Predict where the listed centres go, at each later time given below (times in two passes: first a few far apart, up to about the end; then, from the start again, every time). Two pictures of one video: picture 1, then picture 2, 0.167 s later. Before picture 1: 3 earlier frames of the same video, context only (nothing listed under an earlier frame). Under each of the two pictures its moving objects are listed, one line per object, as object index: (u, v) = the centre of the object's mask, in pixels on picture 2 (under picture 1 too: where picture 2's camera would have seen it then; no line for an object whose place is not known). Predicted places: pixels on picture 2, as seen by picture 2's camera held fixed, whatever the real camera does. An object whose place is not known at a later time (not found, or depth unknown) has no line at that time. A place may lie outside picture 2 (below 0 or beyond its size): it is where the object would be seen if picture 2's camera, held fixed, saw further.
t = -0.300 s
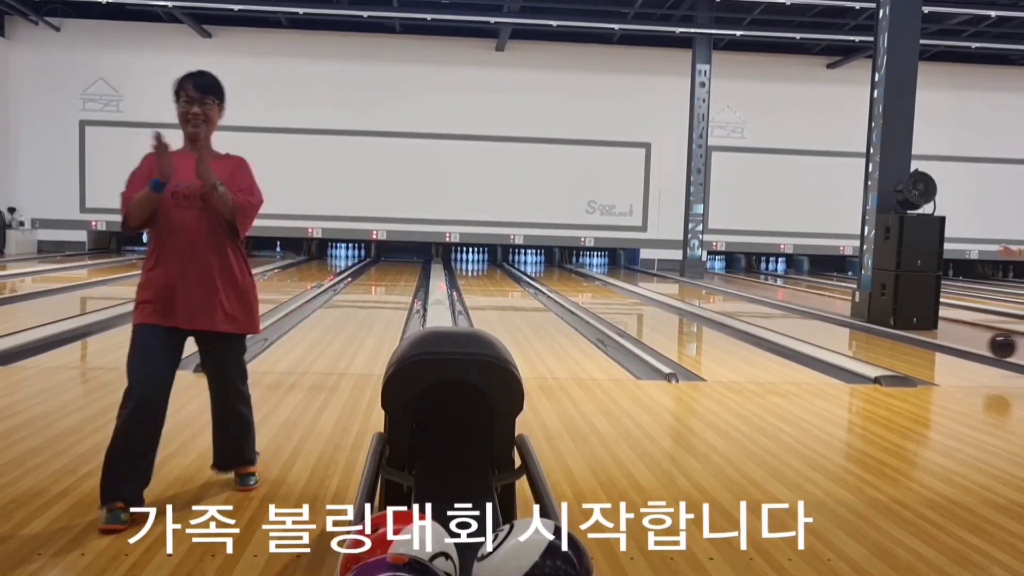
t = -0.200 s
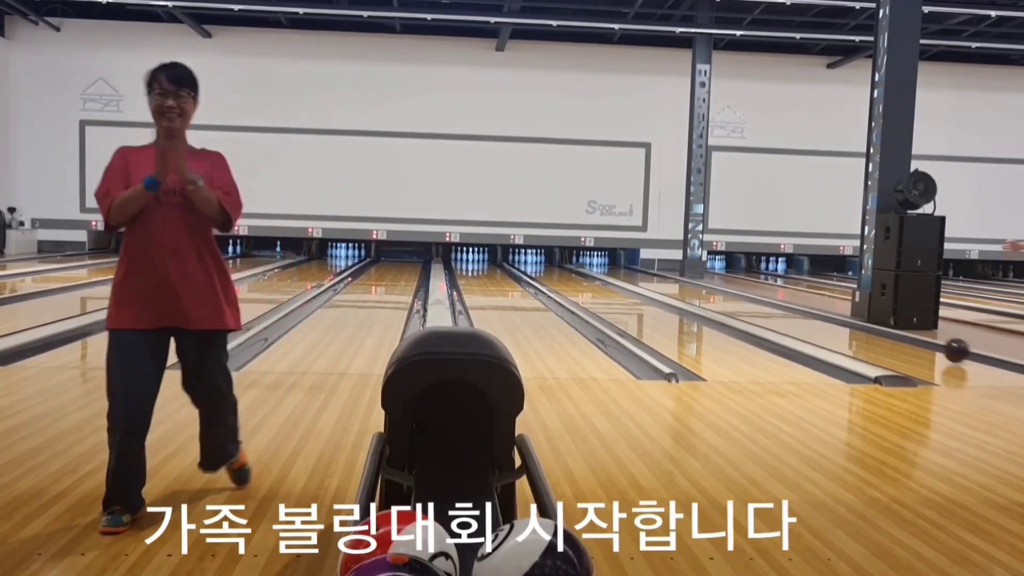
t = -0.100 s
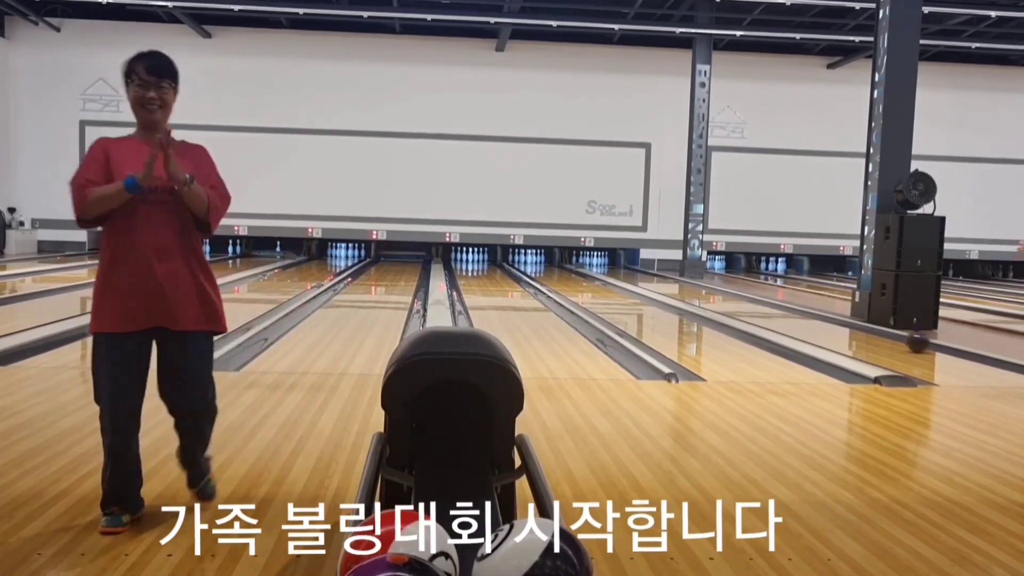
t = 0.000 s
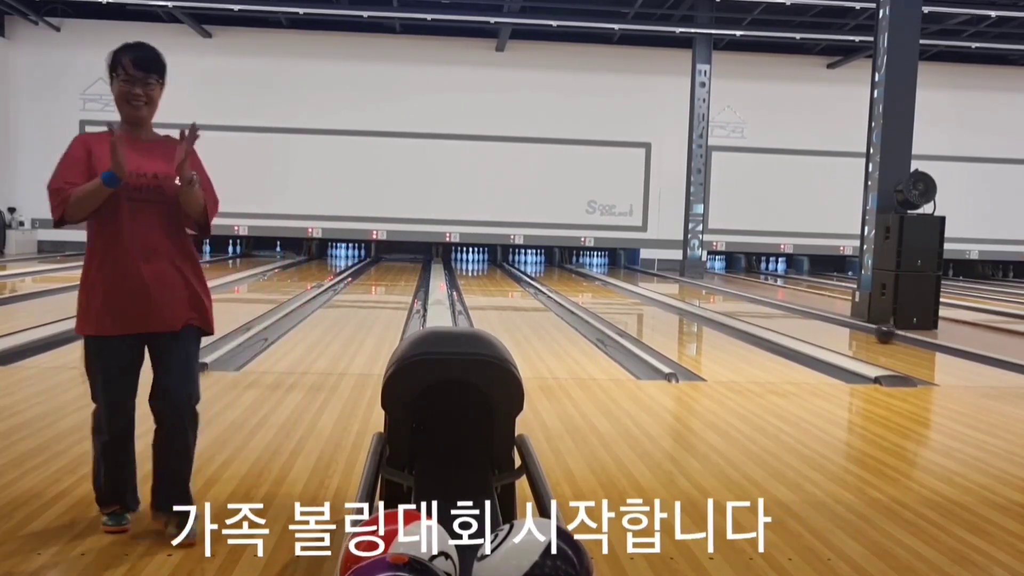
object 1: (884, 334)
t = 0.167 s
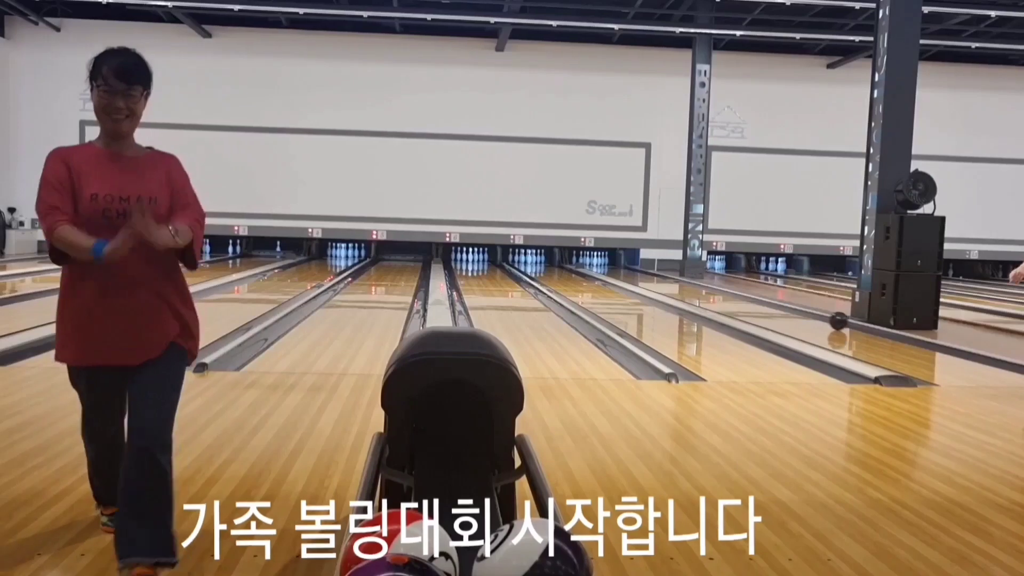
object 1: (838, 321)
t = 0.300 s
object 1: (810, 314)
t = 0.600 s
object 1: (755, 300)
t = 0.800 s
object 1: (729, 293)
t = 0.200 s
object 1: (831, 319)
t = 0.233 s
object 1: (822, 317)
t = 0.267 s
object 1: (815, 315)
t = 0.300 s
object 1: (810, 314)
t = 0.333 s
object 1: (801, 312)
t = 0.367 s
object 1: (796, 310)
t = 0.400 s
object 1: (787, 309)
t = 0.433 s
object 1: (783, 307)
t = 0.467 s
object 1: (778, 306)
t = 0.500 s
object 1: (771, 304)
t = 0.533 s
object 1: (766, 303)
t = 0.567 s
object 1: (762, 301)
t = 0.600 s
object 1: (755, 300)
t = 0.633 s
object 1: (751, 299)
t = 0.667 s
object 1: (745, 297)
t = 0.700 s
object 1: (741, 296)
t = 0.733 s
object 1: (737, 295)
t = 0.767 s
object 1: (732, 294)
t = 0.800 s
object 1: (729, 293)
